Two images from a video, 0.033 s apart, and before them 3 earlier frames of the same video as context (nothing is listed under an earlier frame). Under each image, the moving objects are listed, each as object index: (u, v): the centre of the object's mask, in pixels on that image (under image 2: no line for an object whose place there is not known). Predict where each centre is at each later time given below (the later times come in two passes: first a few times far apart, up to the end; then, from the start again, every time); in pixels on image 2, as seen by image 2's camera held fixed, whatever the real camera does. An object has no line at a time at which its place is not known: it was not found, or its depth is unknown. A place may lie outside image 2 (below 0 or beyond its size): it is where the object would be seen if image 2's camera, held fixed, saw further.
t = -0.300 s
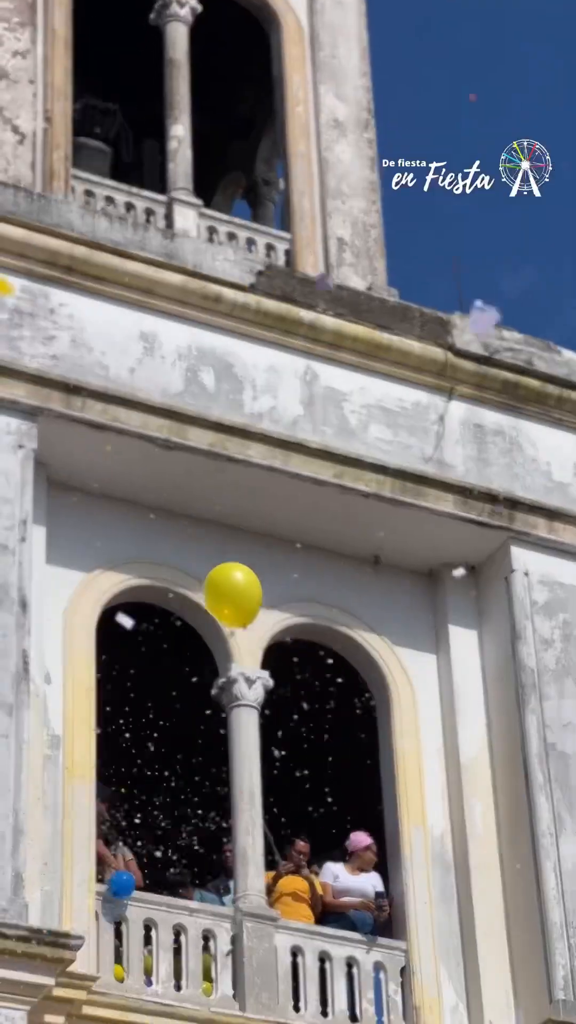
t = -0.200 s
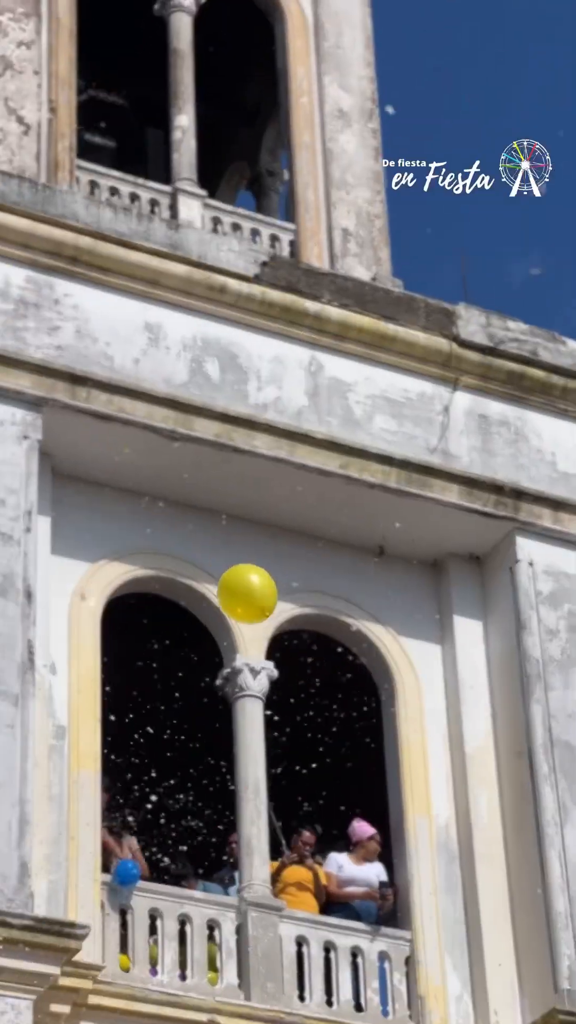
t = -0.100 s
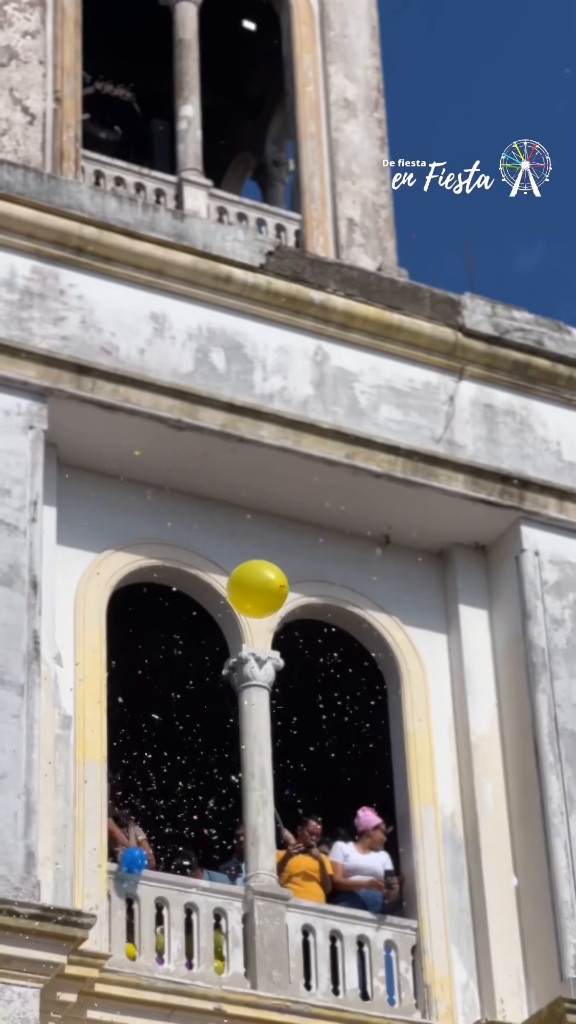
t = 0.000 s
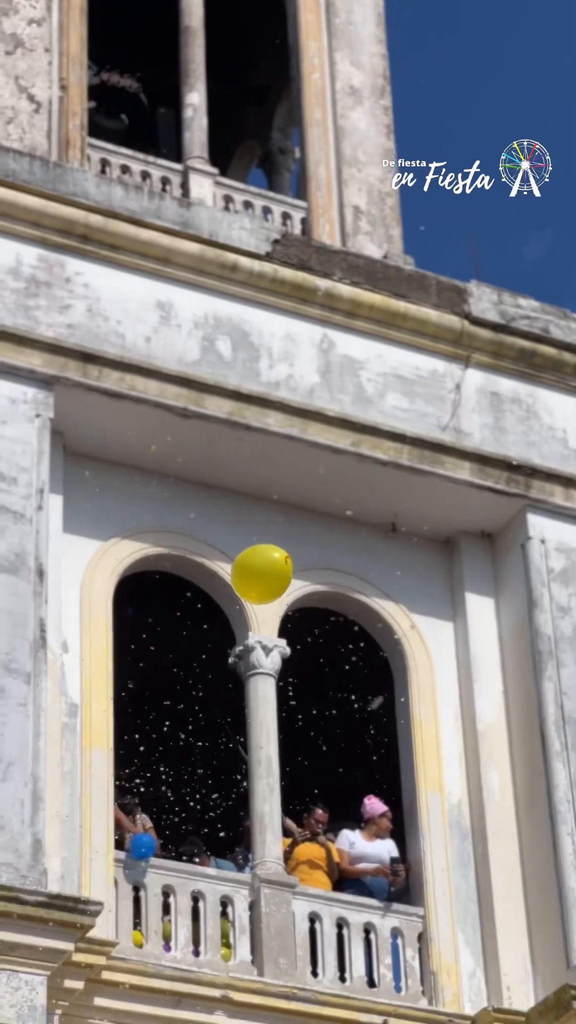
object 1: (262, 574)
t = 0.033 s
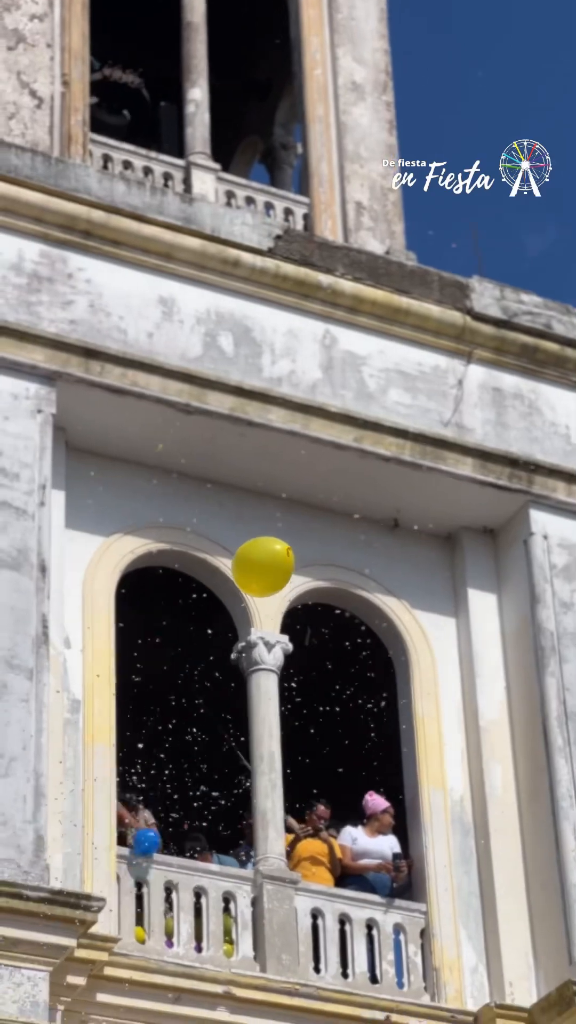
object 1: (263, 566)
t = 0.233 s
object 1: (267, 515)
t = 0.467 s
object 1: (294, 428)
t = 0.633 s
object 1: (320, 371)
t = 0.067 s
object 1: (262, 562)
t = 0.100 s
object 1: (262, 555)
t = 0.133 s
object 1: (262, 547)
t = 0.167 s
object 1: (263, 537)
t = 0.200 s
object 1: (265, 526)
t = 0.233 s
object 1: (267, 515)
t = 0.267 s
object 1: (270, 503)
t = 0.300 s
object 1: (273, 490)
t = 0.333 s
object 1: (277, 478)
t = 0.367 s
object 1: (281, 465)
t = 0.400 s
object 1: (285, 453)
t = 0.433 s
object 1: (290, 440)
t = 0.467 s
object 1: (294, 428)
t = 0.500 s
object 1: (299, 416)
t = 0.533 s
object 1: (304, 404)
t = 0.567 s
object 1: (309, 393)
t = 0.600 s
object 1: (314, 382)
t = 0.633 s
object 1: (320, 371)
